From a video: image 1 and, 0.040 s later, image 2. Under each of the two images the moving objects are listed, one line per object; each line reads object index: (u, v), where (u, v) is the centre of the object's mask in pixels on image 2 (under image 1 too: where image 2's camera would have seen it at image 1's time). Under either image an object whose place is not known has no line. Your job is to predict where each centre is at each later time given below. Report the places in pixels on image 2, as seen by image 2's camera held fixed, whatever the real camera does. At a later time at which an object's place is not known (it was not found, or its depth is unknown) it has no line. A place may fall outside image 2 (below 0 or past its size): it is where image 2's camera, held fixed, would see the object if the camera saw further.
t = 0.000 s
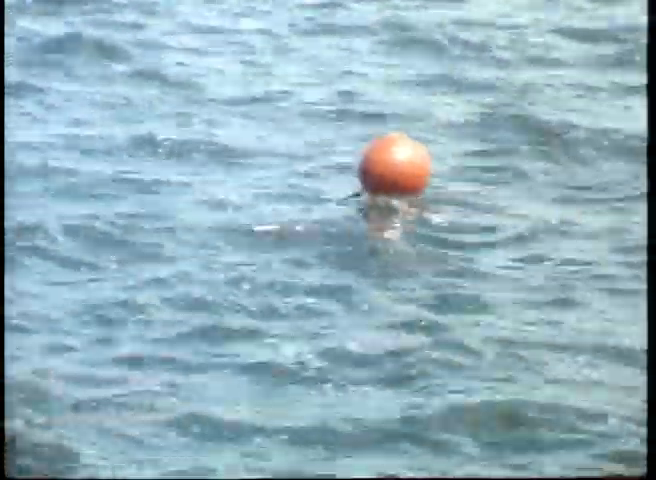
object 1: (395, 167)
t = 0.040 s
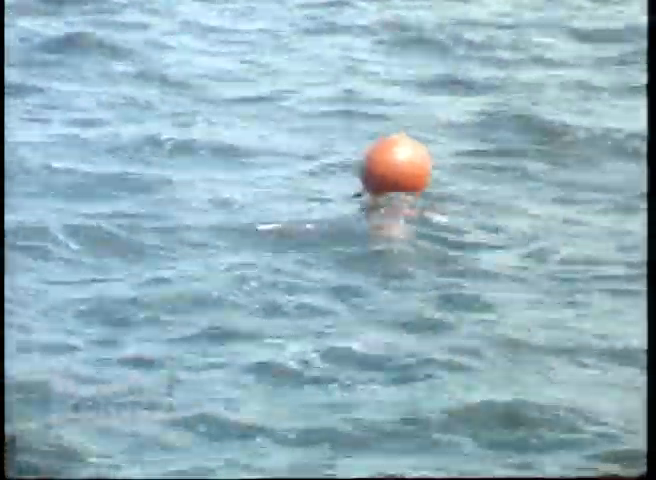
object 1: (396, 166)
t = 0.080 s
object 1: (398, 163)
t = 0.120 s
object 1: (402, 163)
